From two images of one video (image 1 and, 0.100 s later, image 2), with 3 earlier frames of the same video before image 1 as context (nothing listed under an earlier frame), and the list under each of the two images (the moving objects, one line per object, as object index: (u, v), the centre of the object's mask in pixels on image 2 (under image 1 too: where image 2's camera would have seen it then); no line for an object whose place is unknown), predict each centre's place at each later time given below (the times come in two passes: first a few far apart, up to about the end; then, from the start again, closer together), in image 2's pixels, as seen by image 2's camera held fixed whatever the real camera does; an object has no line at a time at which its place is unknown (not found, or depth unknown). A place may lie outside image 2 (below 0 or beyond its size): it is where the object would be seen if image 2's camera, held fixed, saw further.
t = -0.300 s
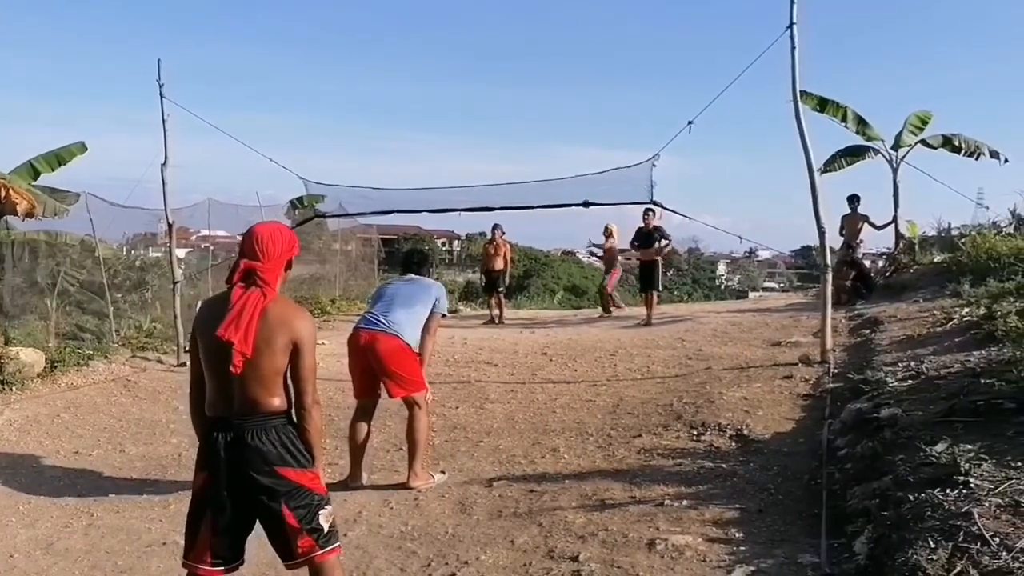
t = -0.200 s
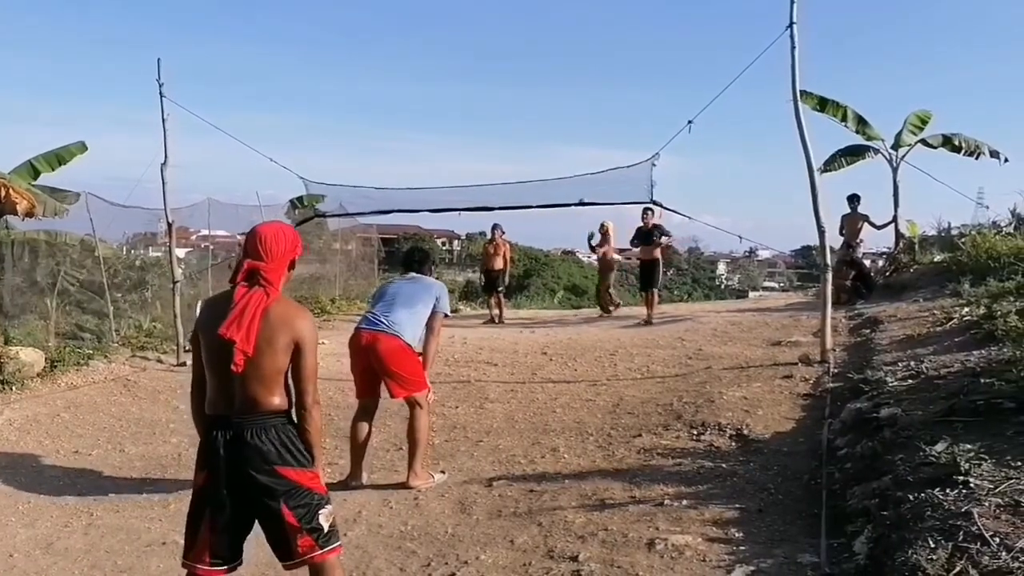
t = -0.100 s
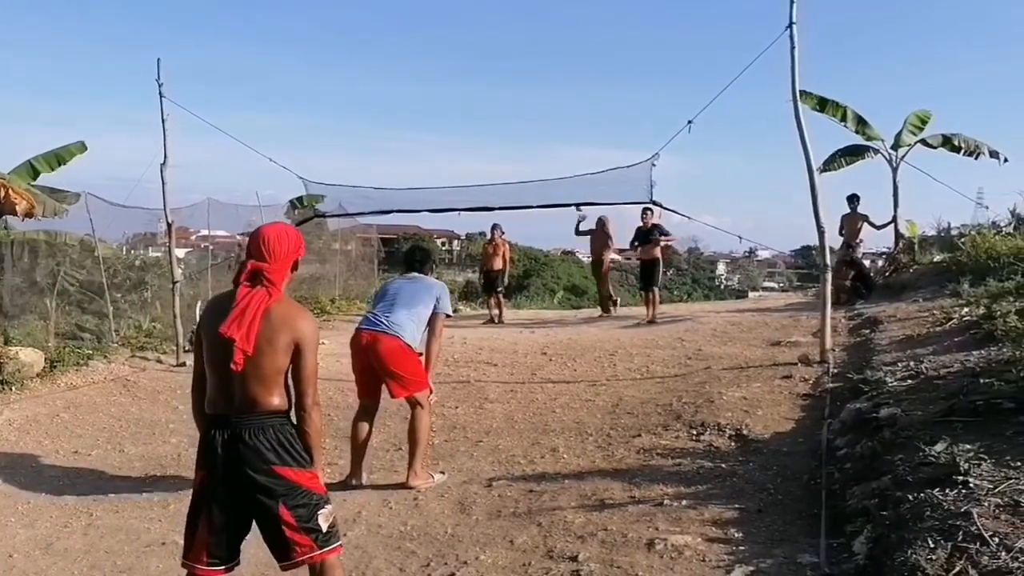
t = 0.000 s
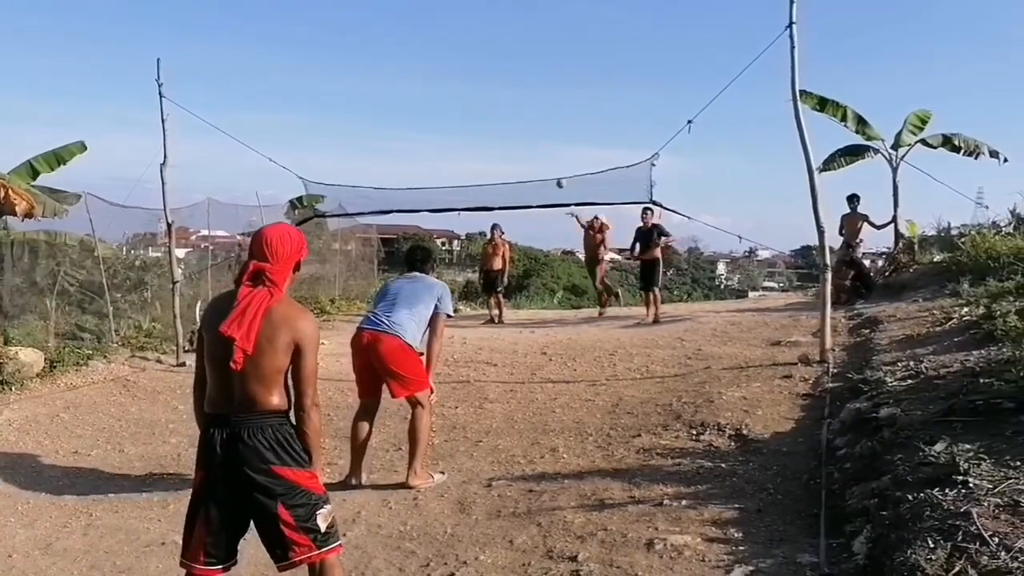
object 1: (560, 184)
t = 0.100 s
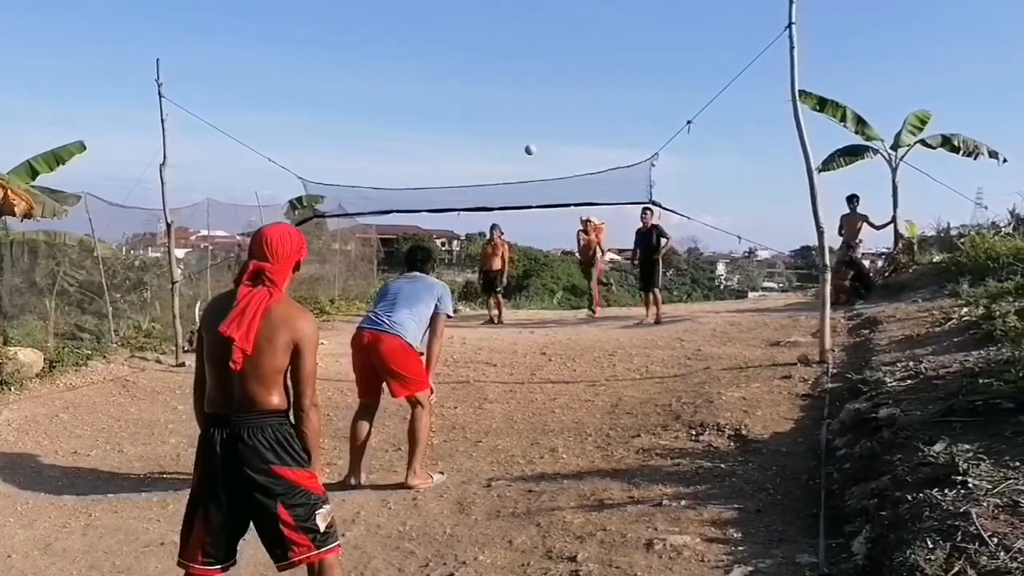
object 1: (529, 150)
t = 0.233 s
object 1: (480, 107)
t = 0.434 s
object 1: (381, 52)
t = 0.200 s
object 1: (493, 118)
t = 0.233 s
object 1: (480, 107)
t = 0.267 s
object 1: (465, 97)
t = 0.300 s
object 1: (450, 87)
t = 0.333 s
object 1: (435, 77)
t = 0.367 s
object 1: (418, 69)
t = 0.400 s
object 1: (400, 60)
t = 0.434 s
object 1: (381, 52)
